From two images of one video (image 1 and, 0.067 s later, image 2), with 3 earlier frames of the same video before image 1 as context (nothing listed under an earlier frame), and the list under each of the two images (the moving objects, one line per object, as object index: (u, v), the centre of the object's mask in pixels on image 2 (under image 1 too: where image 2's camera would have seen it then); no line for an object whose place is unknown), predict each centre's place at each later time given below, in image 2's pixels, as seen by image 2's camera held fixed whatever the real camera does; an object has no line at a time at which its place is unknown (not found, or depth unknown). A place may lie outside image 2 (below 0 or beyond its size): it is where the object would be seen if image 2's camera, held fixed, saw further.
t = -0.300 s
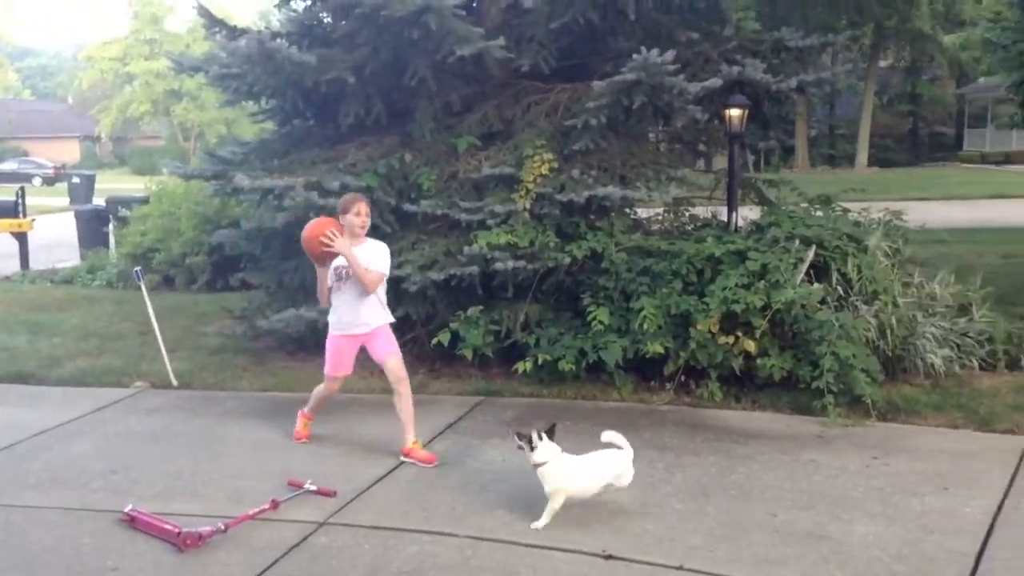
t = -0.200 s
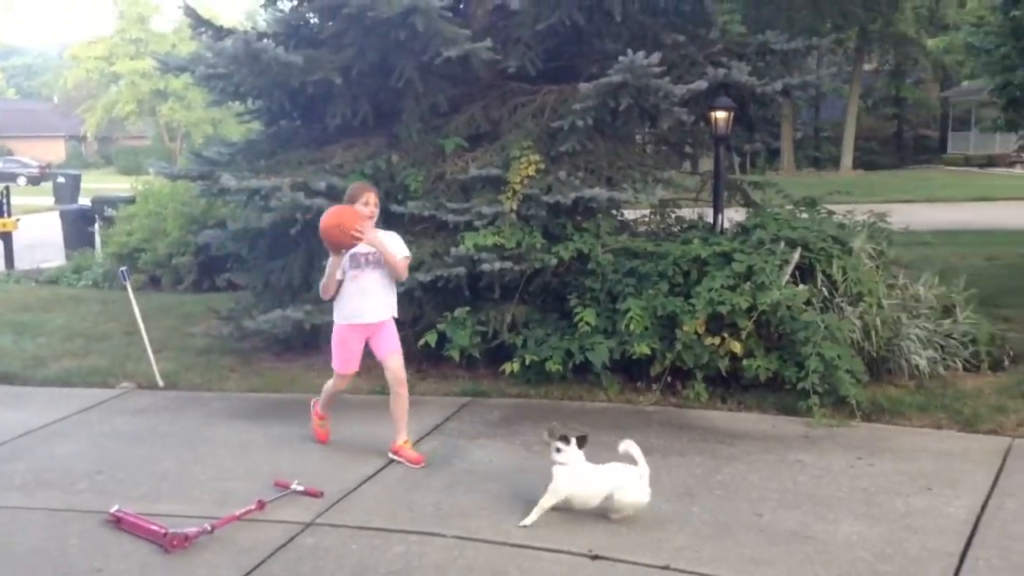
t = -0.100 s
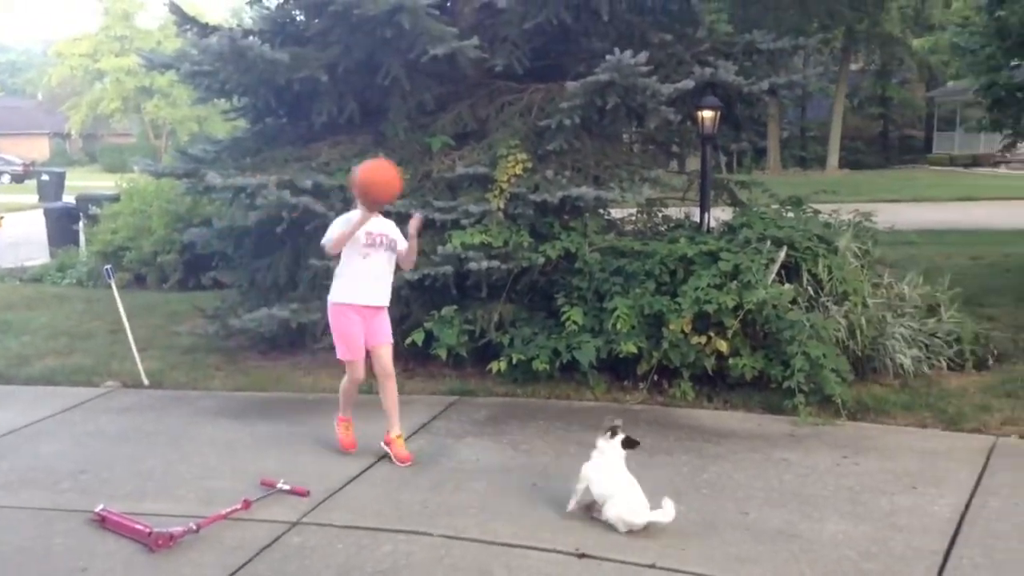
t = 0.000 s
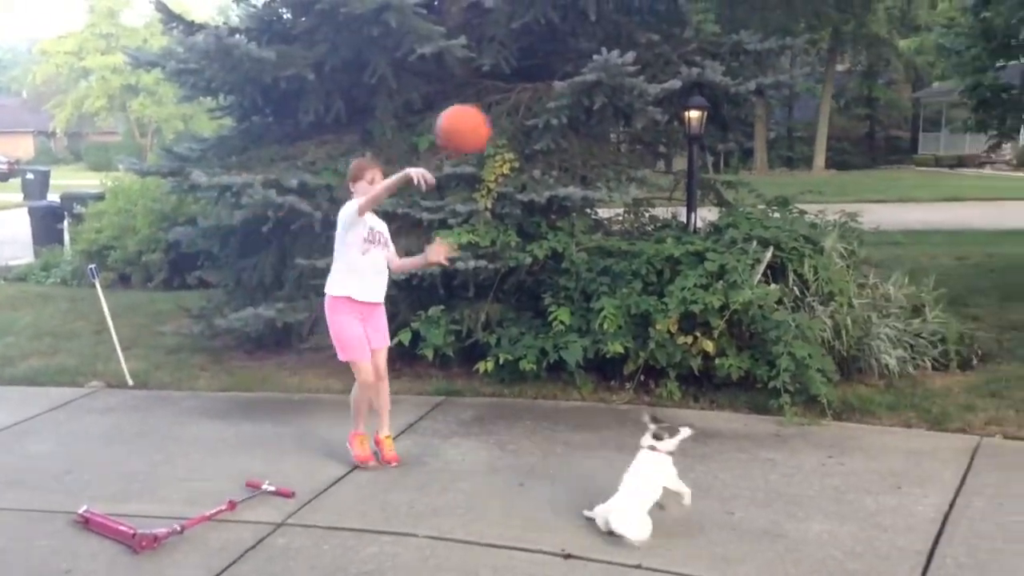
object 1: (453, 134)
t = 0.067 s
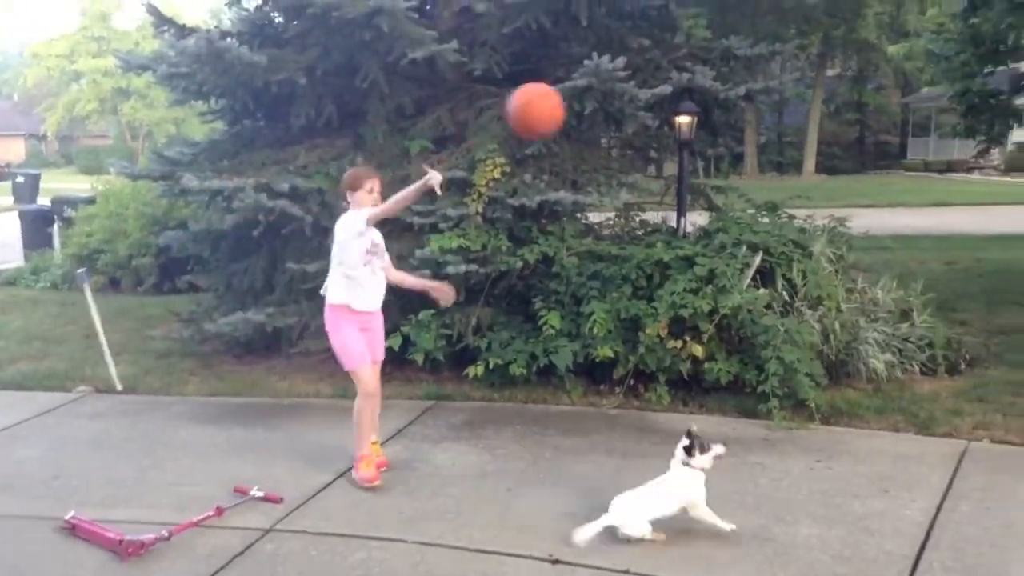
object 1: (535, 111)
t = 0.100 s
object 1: (580, 102)
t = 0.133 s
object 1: (629, 95)
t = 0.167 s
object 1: (679, 91)
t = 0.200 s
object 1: (723, 90)
